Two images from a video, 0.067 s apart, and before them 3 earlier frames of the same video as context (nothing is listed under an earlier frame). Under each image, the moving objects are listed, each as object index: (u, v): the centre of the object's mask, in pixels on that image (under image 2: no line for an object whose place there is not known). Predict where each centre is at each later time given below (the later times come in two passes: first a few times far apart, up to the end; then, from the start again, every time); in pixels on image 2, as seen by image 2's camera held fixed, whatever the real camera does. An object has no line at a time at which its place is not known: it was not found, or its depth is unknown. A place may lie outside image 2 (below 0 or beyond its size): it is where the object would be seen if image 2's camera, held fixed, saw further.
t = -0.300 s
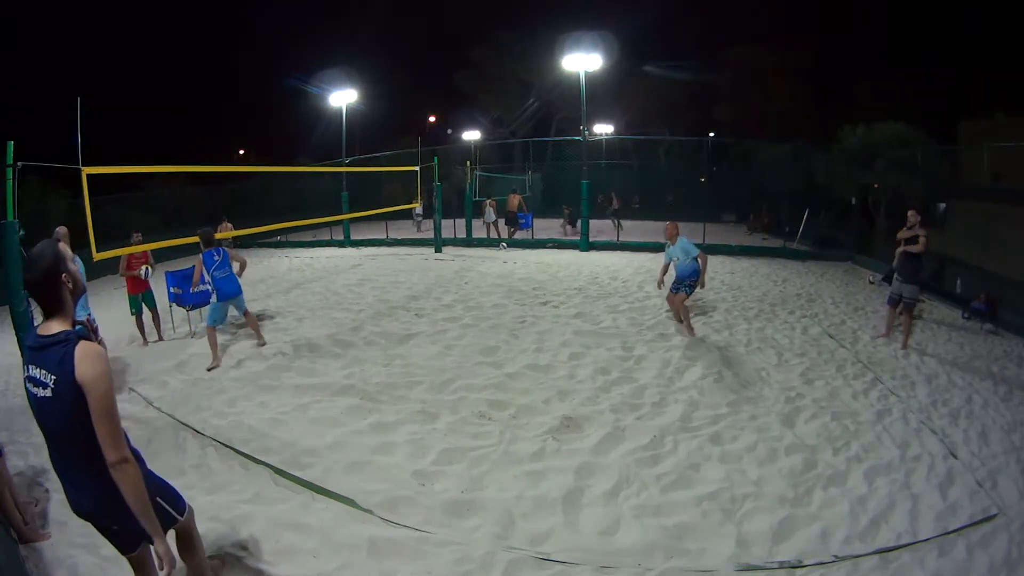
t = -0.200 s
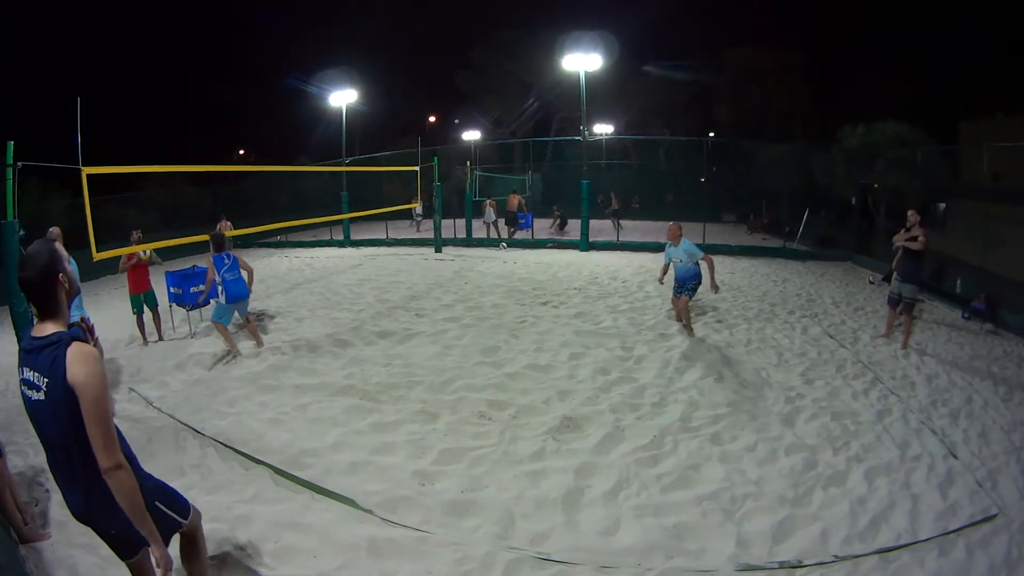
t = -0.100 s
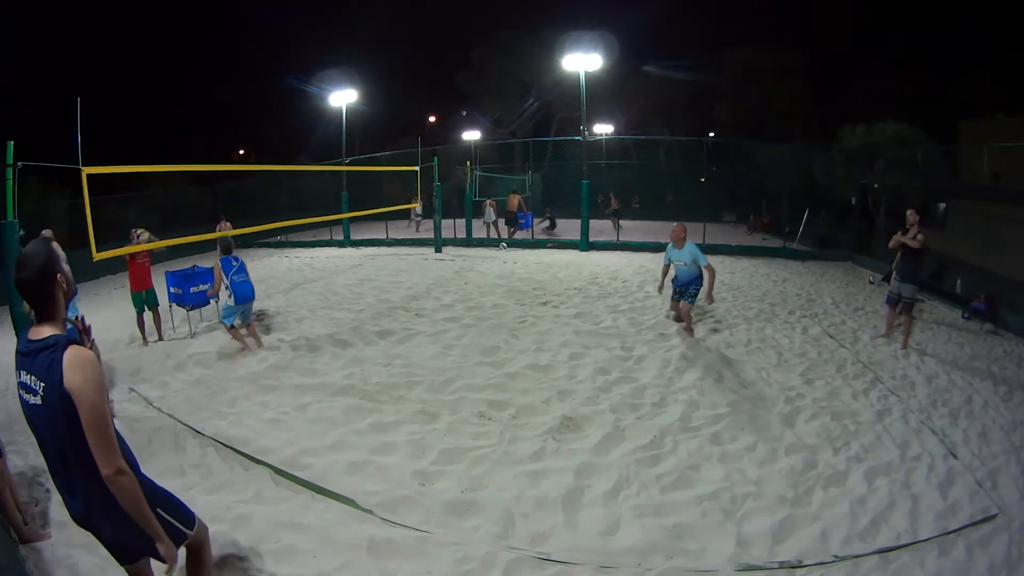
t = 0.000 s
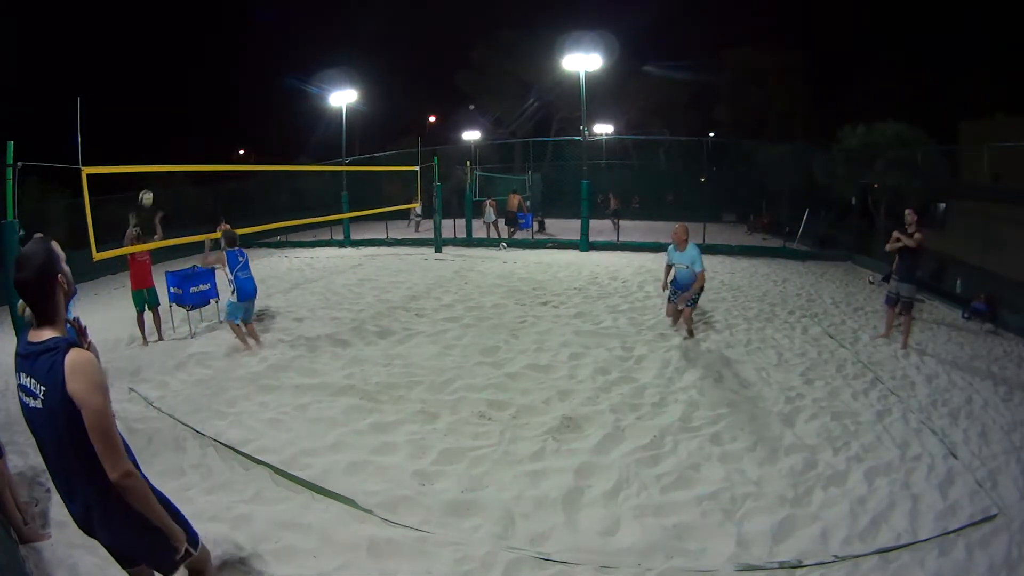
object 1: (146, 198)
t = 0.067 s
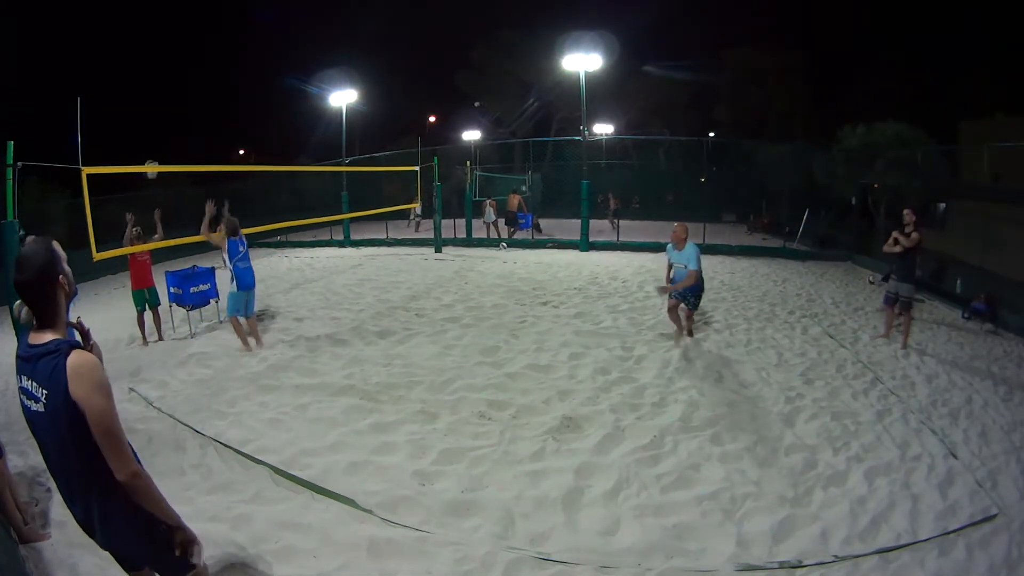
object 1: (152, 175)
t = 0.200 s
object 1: (165, 119)
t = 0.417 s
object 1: (195, 61)
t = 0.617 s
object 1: (226, 36)
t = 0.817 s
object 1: (261, 43)
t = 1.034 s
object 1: (304, 100)
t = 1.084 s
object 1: (316, 125)
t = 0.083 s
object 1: (152, 160)
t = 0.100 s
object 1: (154, 156)
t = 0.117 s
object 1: (156, 149)
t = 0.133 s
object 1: (157, 143)
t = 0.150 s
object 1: (159, 137)
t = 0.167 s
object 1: (161, 130)
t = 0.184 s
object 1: (163, 125)
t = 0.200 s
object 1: (165, 119)
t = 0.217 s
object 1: (167, 113)
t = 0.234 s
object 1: (169, 108)
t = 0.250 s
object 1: (171, 103)
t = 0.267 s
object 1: (173, 98)
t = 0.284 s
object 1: (176, 93)
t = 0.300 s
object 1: (178, 88)
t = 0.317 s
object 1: (180, 84)
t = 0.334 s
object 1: (182, 80)
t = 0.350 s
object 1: (185, 76)
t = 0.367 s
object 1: (187, 72)
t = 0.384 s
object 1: (190, 68)
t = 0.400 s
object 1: (192, 64)
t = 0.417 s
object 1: (195, 61)
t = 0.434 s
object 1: (197, 58)
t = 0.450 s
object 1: (200, 55)
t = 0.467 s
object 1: (203, 52)
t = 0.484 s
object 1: (205, 49)
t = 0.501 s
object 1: (208, 47)
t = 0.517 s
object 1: (210, 45)
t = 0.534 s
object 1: (213, 42)
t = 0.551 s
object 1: (215, 41)
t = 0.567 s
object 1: (218, 39)
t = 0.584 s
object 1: (221, 38)
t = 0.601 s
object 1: (223, 37)
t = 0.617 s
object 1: (226, 36)
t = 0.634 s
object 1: (229, 35)
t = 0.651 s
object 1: (232, 34)
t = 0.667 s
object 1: (235, 34)
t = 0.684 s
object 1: (237, 34)
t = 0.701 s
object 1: (240, 34)
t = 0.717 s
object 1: (243, 34)
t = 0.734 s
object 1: (246, 35)
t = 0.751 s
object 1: (249, 36)
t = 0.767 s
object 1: (252, 37)
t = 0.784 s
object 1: (255, 39)
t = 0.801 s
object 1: (258, 41)
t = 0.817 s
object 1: (261, 43)
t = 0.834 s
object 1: (263, 45)
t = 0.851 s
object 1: (267, 48)
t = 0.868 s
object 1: (270, 51)
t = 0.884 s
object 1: (273, 54)
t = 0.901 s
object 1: (276, 58)
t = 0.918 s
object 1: (280, 62)
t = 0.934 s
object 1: (283, 66)
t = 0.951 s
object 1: (286, 71)
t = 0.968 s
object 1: (290, 76)
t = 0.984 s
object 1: (293, 81)
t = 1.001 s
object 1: (297, 87)
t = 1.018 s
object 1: (301, 94)
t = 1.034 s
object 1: (304, 100)
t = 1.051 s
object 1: (308, 108)
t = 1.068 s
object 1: (313, 117)
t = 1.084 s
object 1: (316, 125)
